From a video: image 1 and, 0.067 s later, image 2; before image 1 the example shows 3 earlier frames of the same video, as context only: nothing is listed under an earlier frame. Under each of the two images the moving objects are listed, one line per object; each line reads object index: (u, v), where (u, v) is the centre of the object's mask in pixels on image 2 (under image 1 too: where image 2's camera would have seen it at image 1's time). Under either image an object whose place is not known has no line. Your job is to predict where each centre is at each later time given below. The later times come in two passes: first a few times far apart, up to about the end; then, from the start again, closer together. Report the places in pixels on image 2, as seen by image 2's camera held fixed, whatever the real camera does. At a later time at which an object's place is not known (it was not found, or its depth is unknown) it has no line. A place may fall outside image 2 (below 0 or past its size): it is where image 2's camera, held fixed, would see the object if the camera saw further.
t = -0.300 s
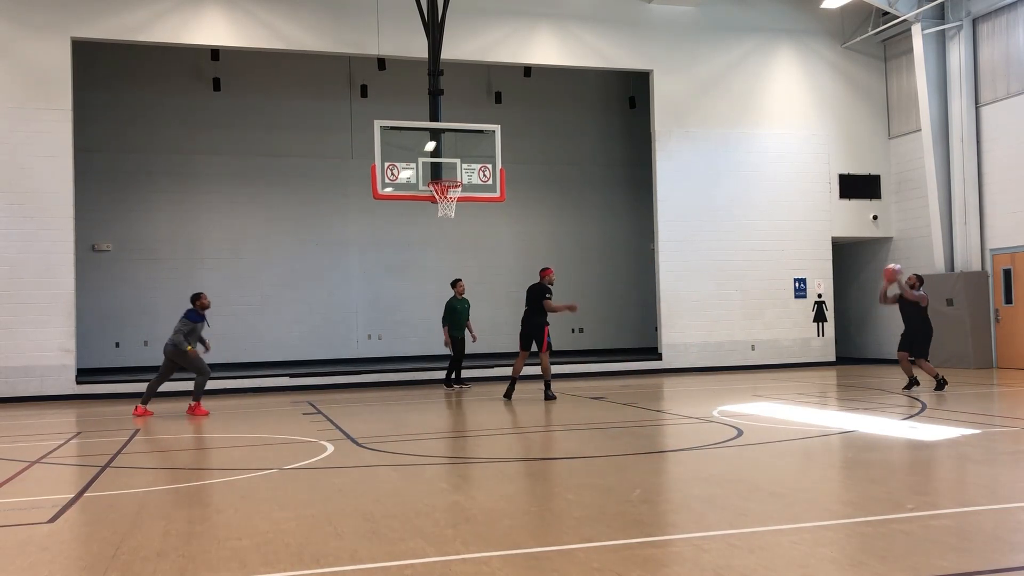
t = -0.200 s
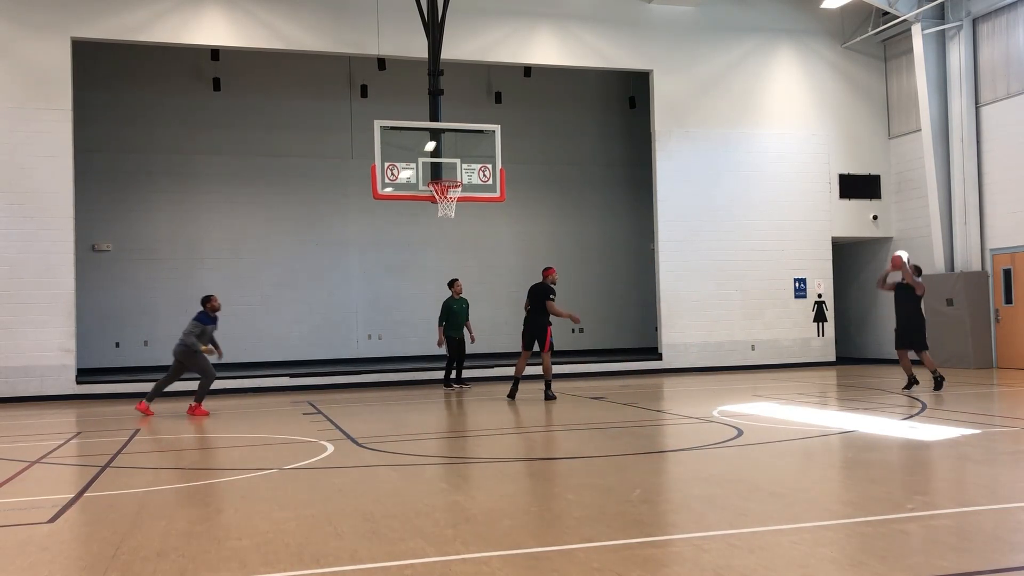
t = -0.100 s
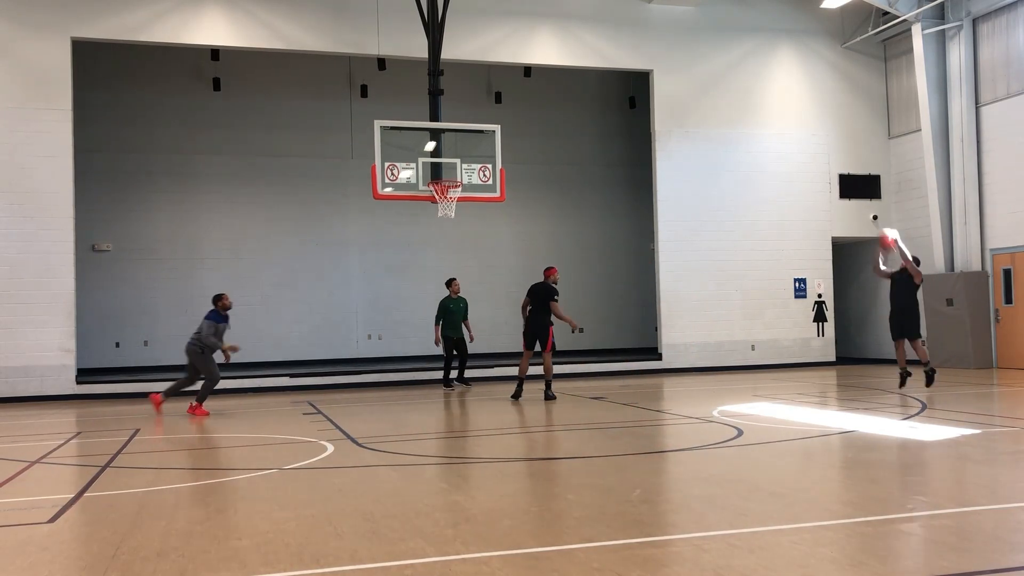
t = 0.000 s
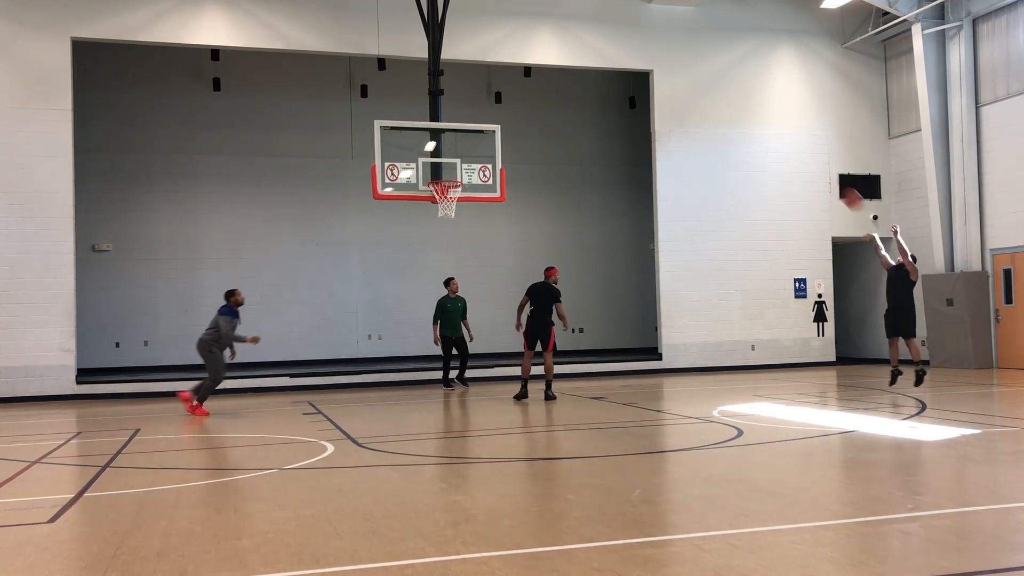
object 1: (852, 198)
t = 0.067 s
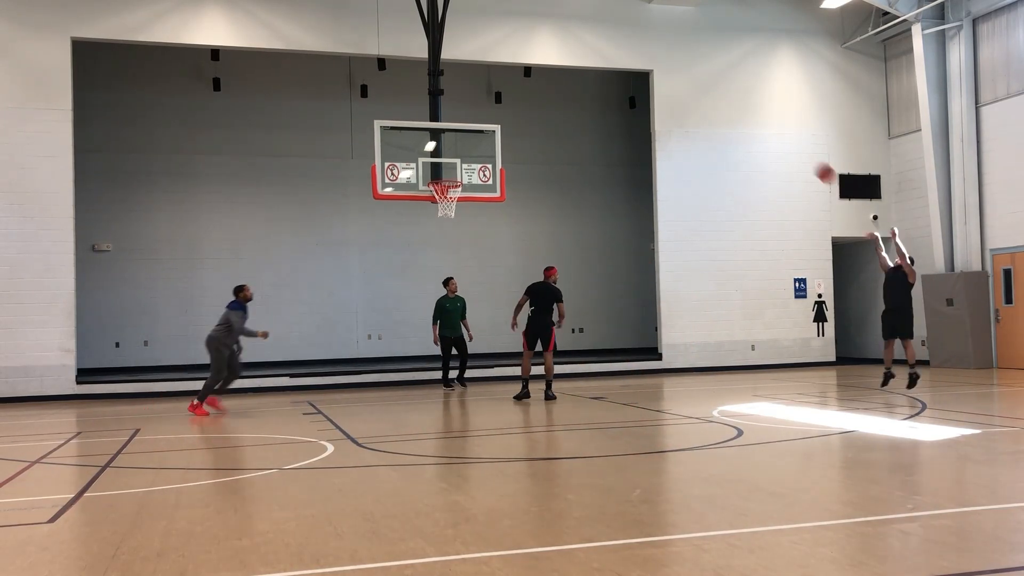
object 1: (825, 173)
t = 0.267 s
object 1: (747, 113)
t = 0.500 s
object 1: (661, 81)
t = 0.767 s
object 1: (566, 91)
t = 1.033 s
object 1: (476, 147)
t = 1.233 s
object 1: (437, 212)
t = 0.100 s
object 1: (811, 161)
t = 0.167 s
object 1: (786, 139)
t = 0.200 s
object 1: (773, 130)
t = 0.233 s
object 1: (760, 121)
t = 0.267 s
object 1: (747, 113)
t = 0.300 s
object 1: (735, 106)
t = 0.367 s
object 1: (709, 95)
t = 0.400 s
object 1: (697, 90)
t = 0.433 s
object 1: (685, 87)
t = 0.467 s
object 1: (673, 84)
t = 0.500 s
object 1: (661, 81)
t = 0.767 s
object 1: (566, 91)
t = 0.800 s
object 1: (554, 95)
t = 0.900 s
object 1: (520, 113)
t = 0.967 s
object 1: (497, 129)
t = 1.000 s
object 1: (486, 138)
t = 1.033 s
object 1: (476, 147)
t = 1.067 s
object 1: (464, 157)
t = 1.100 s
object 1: (452, 169)
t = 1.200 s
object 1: (435, 203)
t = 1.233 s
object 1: (437, 212)
